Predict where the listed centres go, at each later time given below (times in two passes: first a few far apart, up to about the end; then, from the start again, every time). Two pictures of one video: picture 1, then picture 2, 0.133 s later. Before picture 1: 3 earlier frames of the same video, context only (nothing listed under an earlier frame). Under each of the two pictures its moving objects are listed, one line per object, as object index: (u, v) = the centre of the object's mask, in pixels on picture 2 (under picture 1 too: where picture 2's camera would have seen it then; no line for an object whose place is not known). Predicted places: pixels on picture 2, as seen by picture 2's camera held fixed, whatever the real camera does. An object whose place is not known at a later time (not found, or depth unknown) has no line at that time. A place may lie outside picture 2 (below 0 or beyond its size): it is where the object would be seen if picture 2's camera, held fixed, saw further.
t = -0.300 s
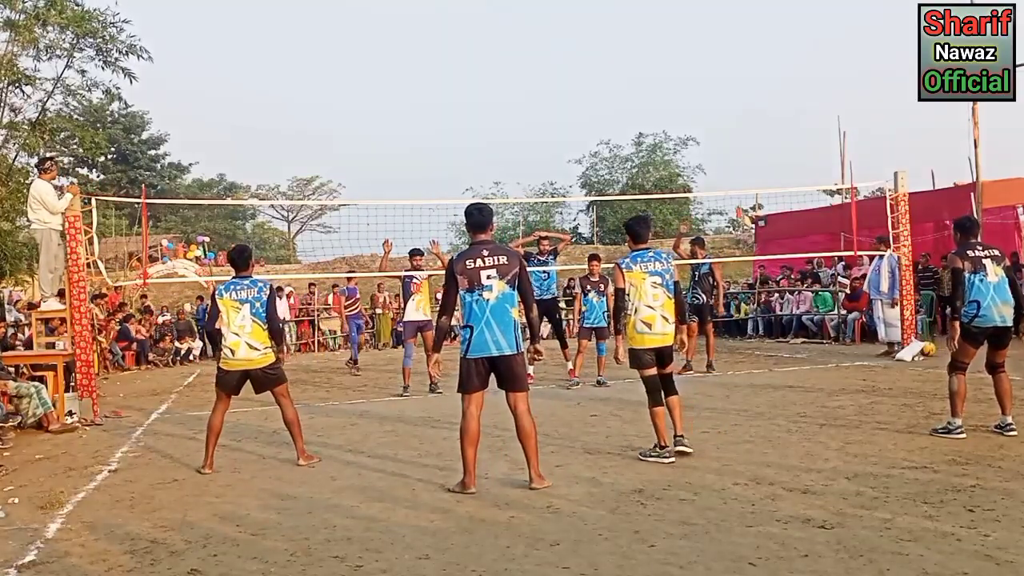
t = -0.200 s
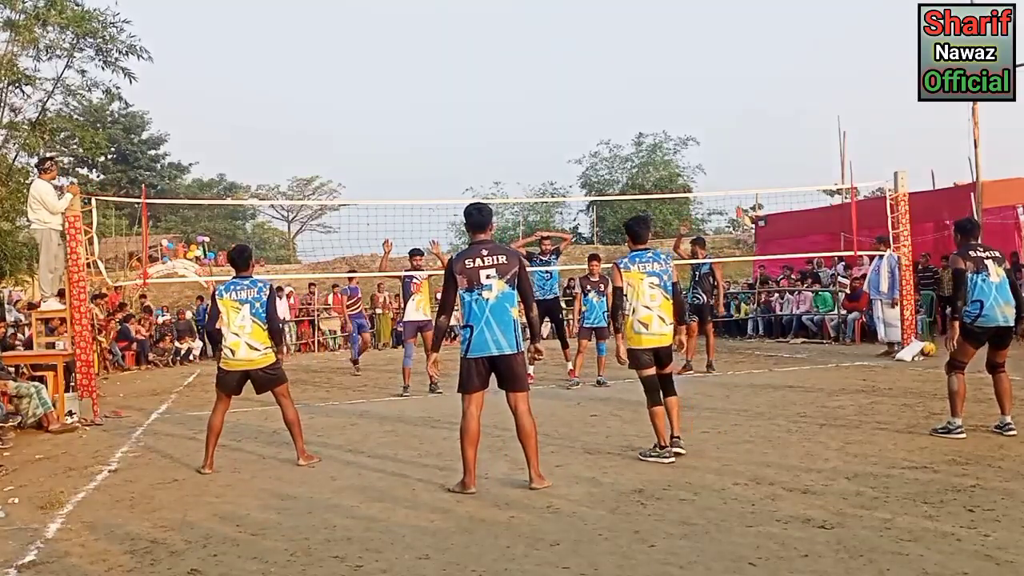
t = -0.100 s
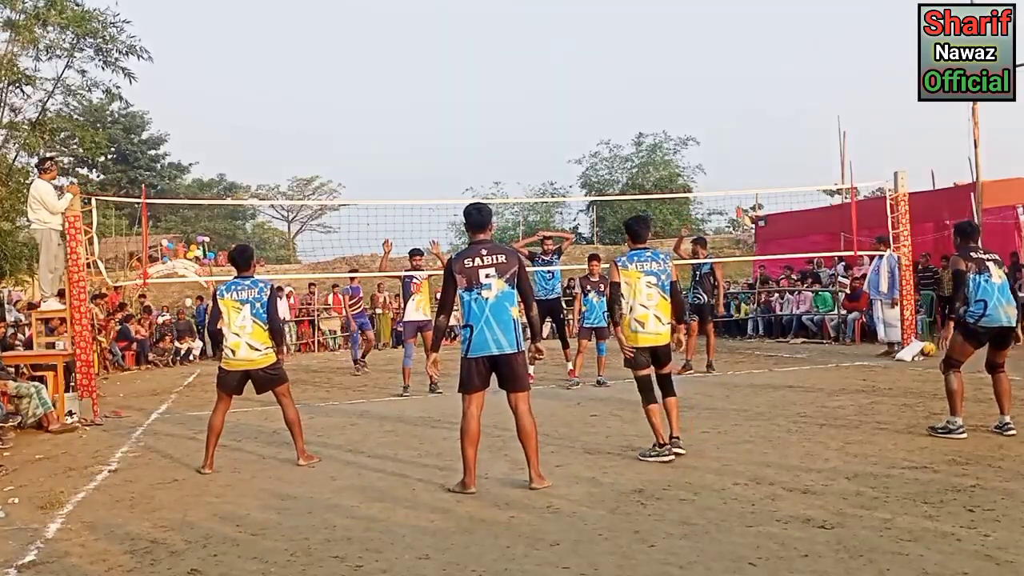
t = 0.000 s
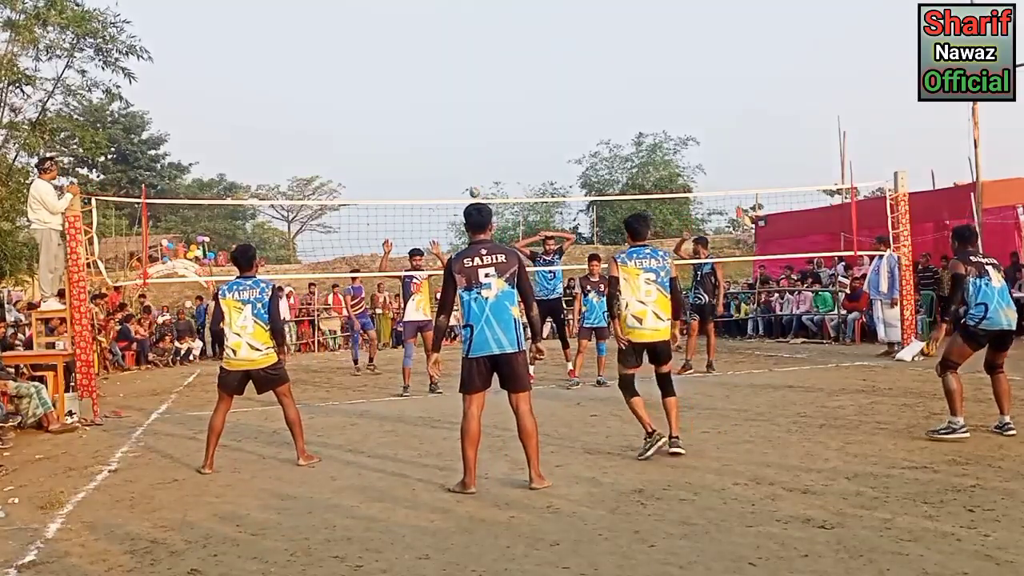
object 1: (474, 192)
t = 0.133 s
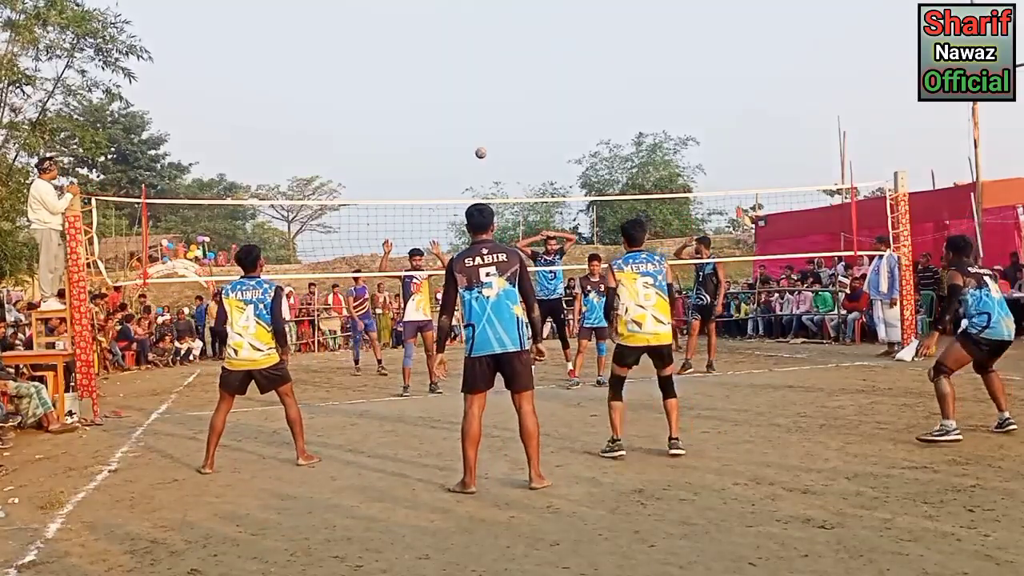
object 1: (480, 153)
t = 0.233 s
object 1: (485, 125)
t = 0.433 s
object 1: (497, 79)
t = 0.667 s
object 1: (519, 46)
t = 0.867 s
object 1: (552, 43)
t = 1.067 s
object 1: (601, 84)
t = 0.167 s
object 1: (482, 143)
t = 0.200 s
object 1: (484, 134)
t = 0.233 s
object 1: (485, 125)
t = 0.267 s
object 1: (487, 117)
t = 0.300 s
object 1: (488, 108)
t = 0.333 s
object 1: (491, 100)
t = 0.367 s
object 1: (493, 93)
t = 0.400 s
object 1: (495, 86)
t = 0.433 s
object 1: (497, 79)
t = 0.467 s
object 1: (500, 72)
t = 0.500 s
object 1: (502, 66)
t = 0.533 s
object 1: (505, 61)
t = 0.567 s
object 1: (508, 57)
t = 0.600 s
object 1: (512, 52)
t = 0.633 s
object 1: (515, 49)
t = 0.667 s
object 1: (519, 46)
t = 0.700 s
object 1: (523, 43)
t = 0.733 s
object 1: (528, 42)
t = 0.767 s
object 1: (534, 40)
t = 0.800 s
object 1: (539, 40)
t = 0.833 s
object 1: (545, 41)
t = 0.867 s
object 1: (552, 43)
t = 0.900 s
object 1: (559, 46)
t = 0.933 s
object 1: (566, 50)
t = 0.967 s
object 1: (574, 56)
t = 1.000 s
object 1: (582, 64)
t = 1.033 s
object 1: (591, 73)
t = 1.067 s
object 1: (601, 84)
